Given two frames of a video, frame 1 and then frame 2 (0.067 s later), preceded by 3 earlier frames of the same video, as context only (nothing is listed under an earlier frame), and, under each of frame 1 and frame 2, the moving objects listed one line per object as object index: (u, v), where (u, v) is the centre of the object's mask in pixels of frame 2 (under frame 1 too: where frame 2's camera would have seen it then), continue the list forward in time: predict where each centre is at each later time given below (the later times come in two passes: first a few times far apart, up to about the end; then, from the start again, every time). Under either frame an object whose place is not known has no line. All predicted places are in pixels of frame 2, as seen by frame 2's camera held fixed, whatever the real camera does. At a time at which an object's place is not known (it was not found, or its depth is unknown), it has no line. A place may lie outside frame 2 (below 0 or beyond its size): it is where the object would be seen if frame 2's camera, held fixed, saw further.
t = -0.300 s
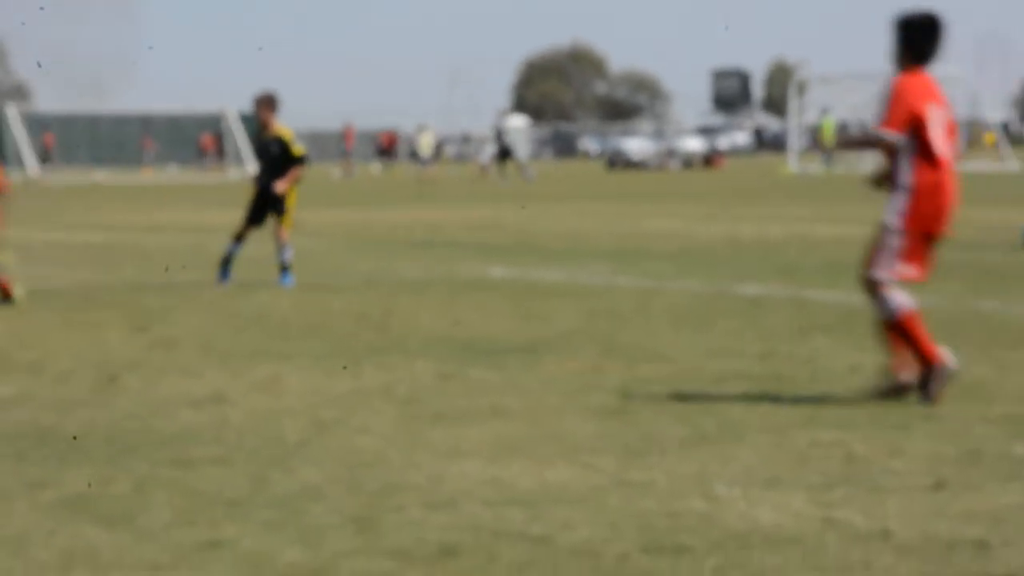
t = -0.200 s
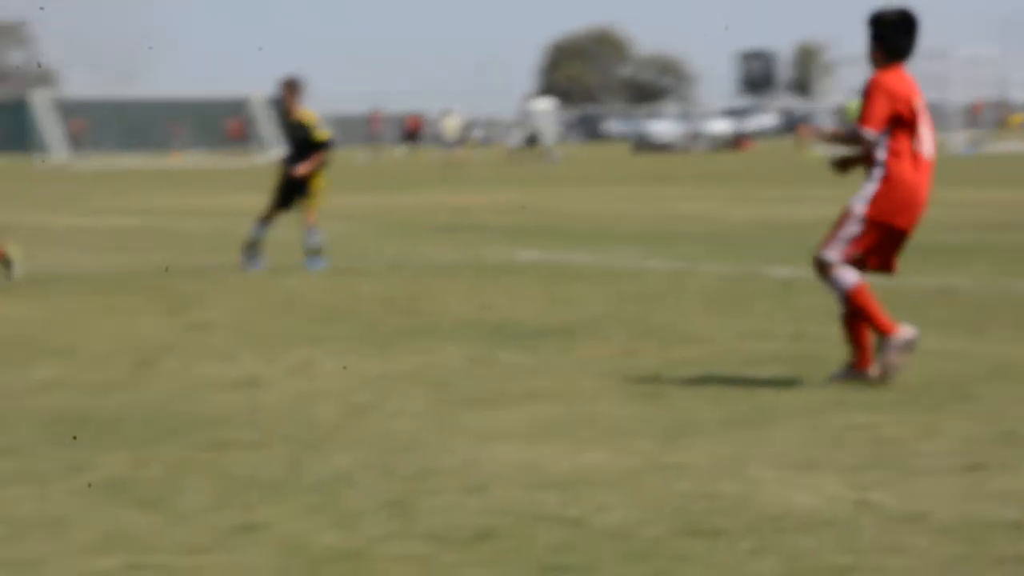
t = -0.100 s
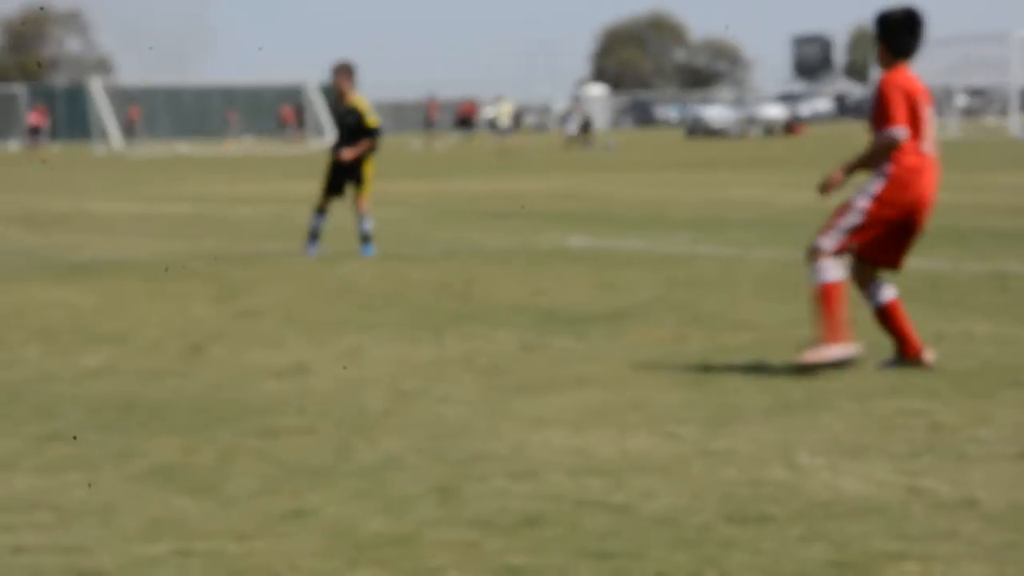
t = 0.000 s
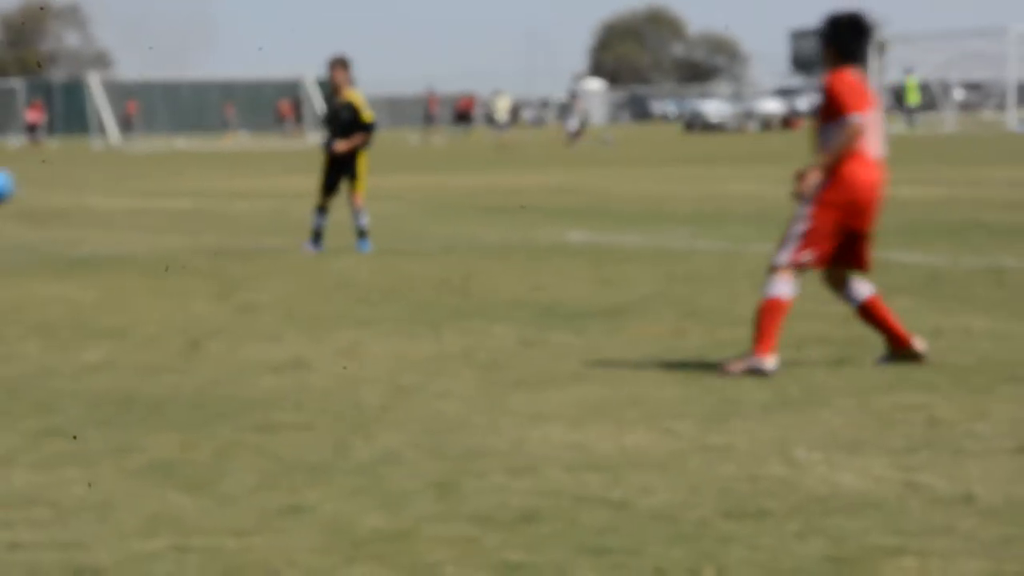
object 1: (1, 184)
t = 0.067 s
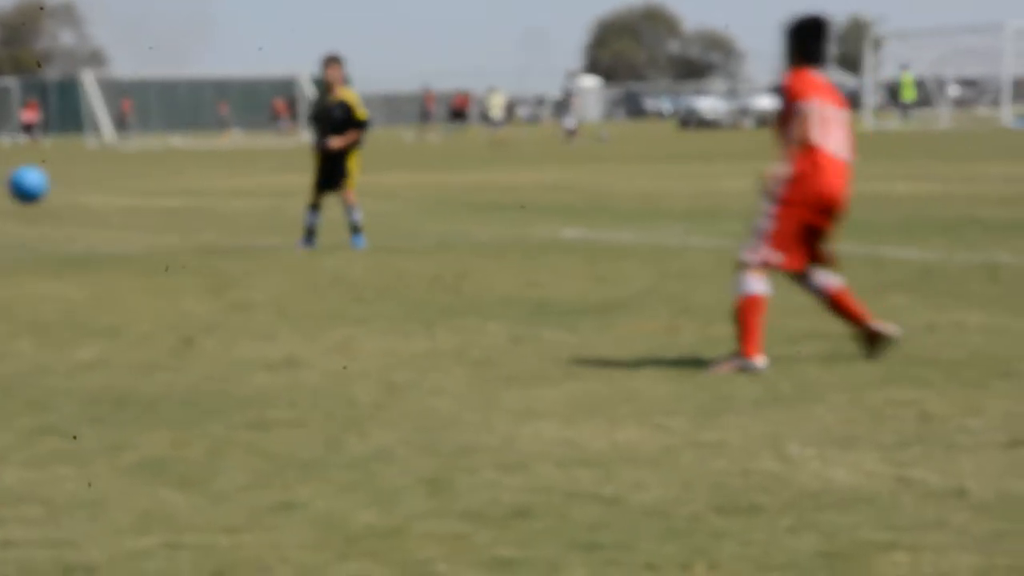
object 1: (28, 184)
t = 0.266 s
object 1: (174, 230)
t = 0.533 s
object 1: (379, 245)
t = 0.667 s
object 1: (475, 236)
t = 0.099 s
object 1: (51, 186)
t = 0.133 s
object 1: (74, 191)
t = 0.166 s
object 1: (98, 197)
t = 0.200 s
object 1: (123, 206)
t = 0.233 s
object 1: (147, 217)
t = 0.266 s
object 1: (174, 230)
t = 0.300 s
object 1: (203, 245)
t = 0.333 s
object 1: (232, 263)
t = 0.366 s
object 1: (263, 285)
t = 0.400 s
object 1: (291, 290)
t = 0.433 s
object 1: (311, 276)
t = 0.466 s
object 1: (333, 264)
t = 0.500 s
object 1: (355, 253)
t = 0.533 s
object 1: (379, 245)
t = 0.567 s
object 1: (401, 238)
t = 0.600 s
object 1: (425, 236)
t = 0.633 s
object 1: (450, 234)
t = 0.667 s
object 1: (475, 236)
